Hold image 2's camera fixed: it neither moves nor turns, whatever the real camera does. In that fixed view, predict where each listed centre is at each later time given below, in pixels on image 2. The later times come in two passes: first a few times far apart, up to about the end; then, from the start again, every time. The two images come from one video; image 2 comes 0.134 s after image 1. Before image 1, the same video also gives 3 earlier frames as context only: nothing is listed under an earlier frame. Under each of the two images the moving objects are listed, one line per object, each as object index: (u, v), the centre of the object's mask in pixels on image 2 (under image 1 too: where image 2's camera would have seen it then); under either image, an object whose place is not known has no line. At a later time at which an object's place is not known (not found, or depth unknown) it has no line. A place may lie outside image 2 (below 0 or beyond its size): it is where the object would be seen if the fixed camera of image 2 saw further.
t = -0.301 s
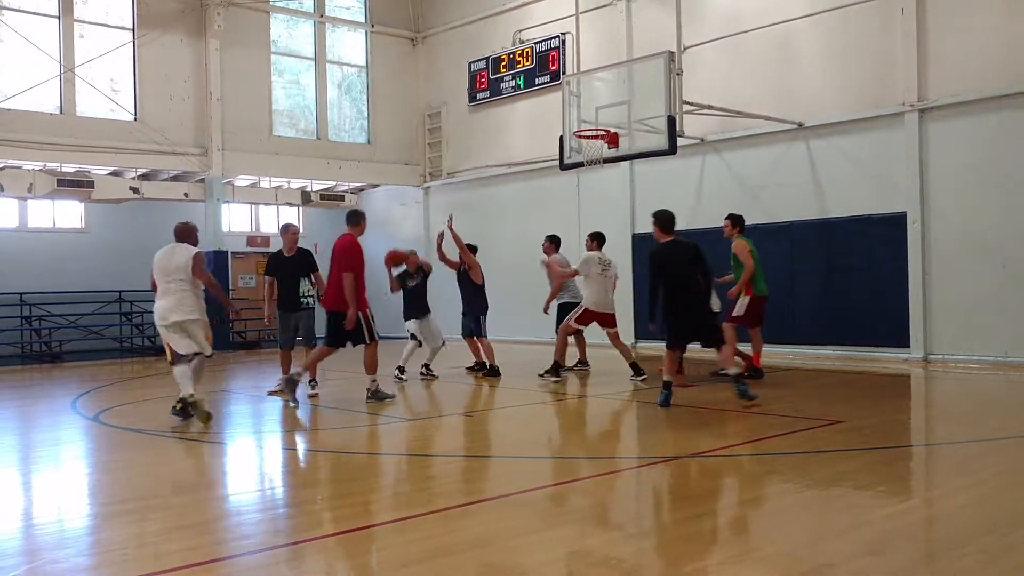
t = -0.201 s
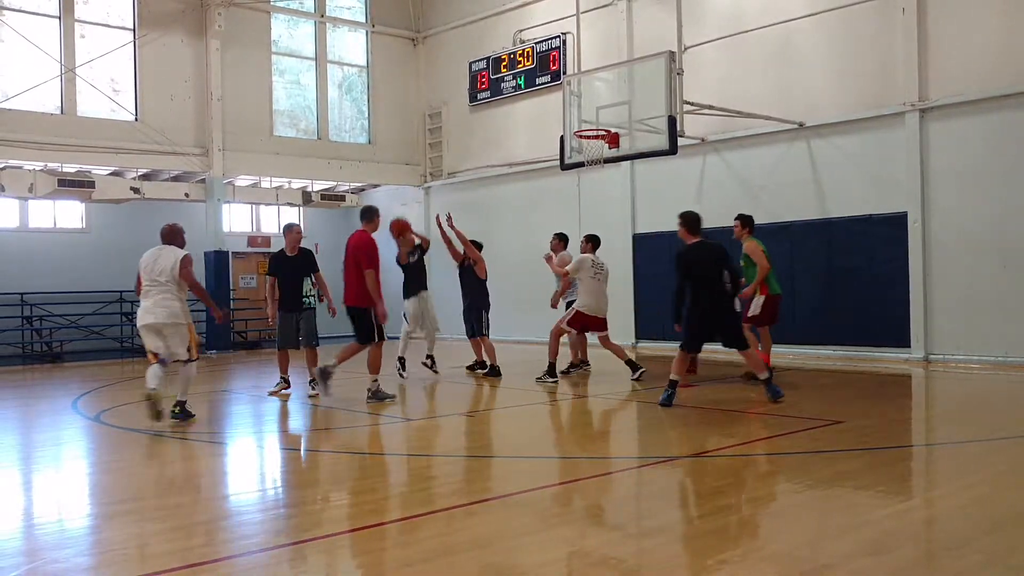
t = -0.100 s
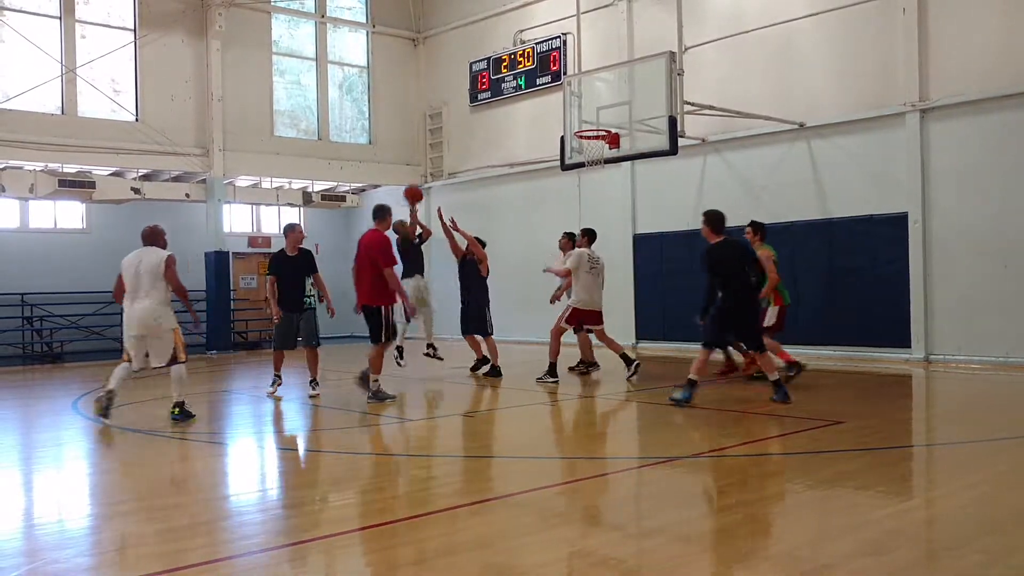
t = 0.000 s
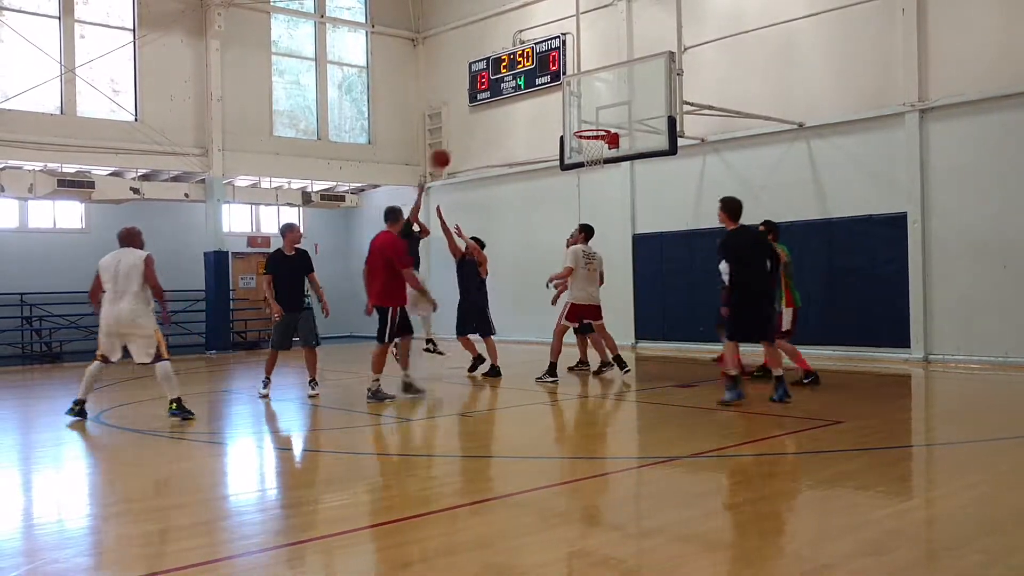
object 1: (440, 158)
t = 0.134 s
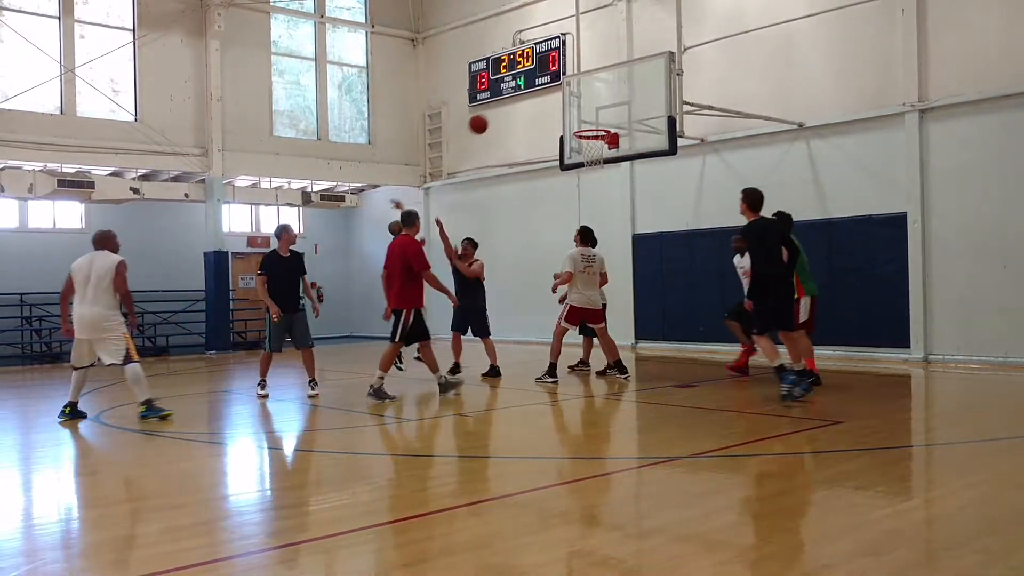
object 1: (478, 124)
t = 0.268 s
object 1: (515, 105)
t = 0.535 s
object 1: (588, 111)
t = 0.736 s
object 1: (638, 149)
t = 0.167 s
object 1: (488, 118)
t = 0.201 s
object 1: (497, 113)
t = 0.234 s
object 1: (507, 109)
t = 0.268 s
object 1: (515, 105)
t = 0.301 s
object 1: (525, 103)
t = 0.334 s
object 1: (534, 101)
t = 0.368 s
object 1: (543, 101)
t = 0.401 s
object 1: (552, 101)
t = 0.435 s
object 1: (561, 102)
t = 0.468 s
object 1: (570, 104)
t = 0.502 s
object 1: (578, 107)
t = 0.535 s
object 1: (588, 111)
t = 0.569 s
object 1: (596, 115)
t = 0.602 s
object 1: (605, 120)
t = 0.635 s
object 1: (614, 127)
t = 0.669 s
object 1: (622, 134)
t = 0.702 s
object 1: (631, 143)
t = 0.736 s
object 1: (638, 149)
